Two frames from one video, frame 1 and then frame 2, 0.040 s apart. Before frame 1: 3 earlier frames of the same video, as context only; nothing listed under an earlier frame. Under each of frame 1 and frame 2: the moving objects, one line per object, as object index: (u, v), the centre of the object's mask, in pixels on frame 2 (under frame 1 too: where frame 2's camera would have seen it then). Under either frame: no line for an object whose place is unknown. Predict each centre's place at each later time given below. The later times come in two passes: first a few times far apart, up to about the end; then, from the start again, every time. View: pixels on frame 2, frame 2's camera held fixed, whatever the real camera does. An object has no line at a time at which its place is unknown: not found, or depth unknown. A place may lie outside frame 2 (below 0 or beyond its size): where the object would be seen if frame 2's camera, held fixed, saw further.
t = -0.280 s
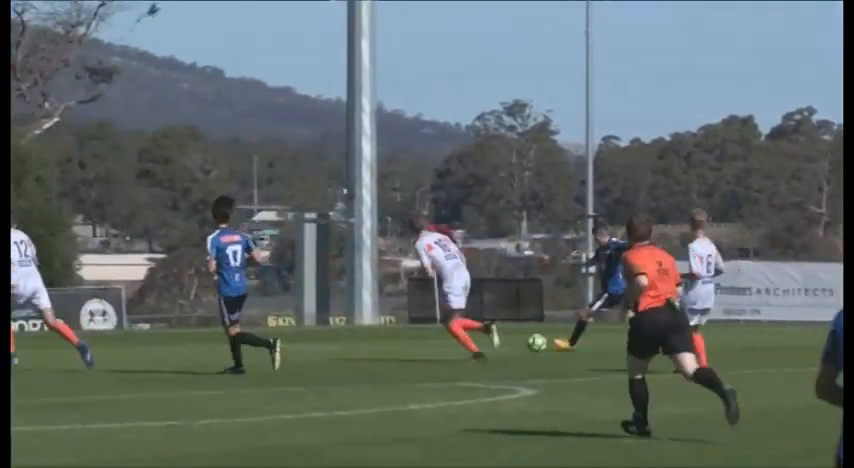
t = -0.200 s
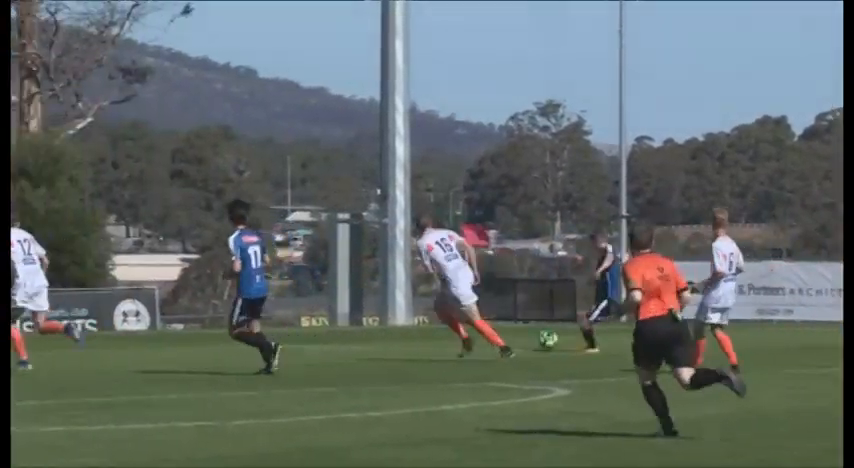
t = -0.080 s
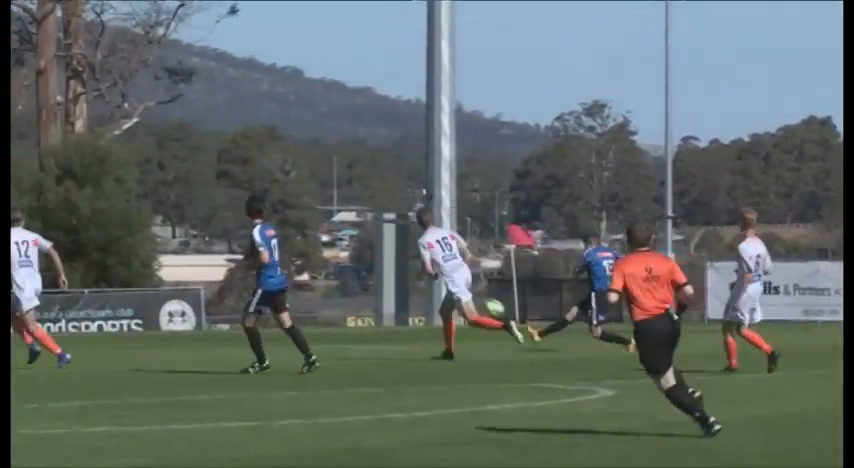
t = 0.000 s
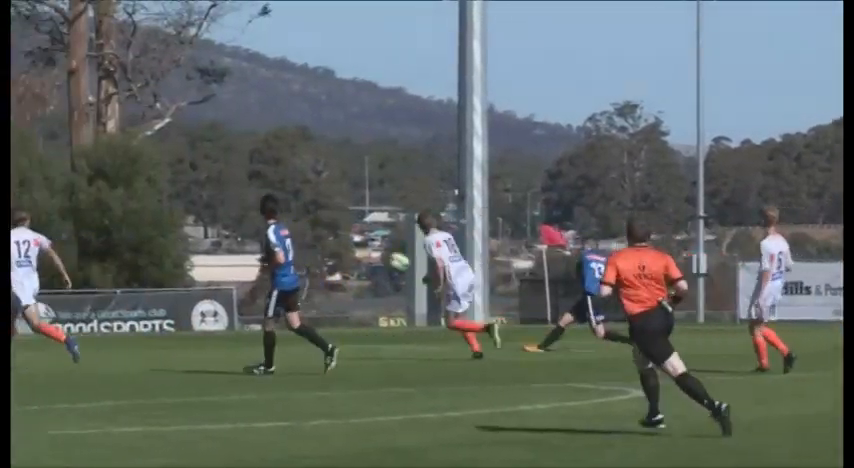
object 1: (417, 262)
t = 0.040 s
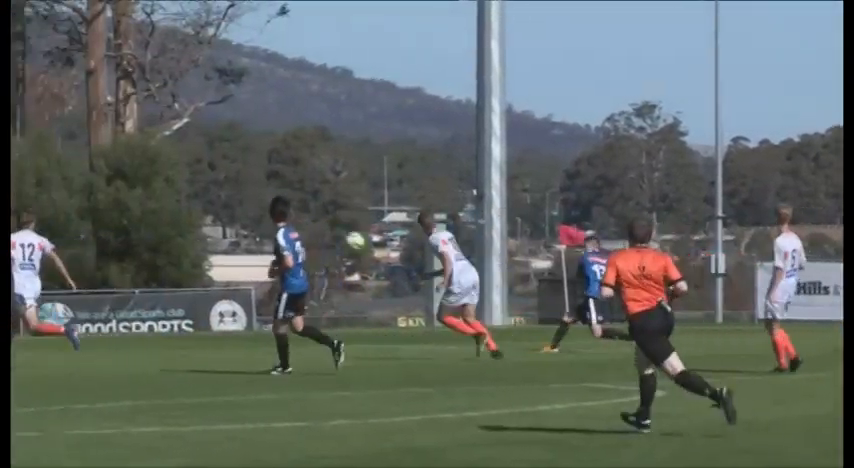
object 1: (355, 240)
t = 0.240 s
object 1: (46, 157)
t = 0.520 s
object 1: (-423, 108)
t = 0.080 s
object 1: (293, 221)
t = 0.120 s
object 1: (232, 204)
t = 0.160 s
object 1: (170, 187)
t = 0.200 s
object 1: (108, 172)
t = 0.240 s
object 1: (46, 157)
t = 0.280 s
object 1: (-16, 144)
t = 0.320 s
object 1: (-81, 135)
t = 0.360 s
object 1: (-144, 124)
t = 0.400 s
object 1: (-209, 119)
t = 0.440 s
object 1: (-276, 111)
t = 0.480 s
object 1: (-347, 108)
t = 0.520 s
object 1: (-423, 108)
